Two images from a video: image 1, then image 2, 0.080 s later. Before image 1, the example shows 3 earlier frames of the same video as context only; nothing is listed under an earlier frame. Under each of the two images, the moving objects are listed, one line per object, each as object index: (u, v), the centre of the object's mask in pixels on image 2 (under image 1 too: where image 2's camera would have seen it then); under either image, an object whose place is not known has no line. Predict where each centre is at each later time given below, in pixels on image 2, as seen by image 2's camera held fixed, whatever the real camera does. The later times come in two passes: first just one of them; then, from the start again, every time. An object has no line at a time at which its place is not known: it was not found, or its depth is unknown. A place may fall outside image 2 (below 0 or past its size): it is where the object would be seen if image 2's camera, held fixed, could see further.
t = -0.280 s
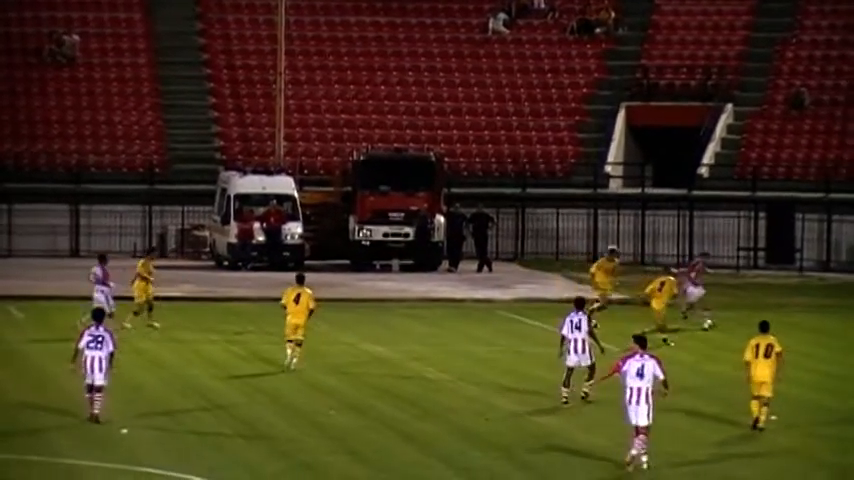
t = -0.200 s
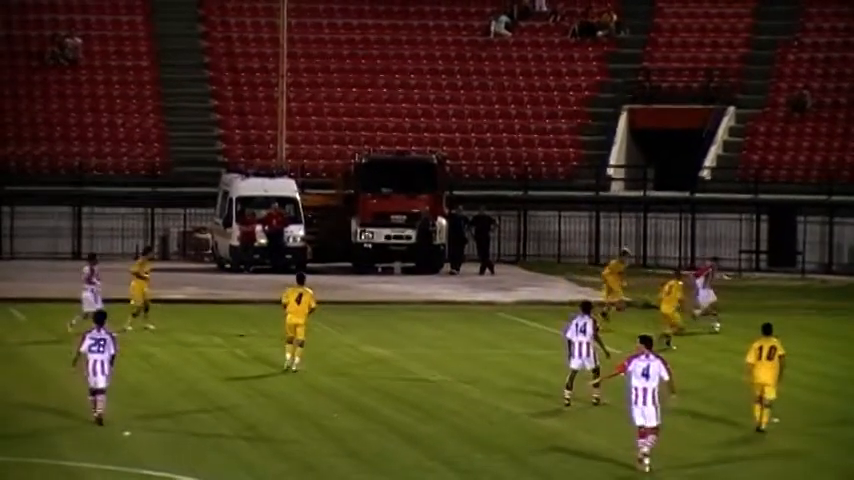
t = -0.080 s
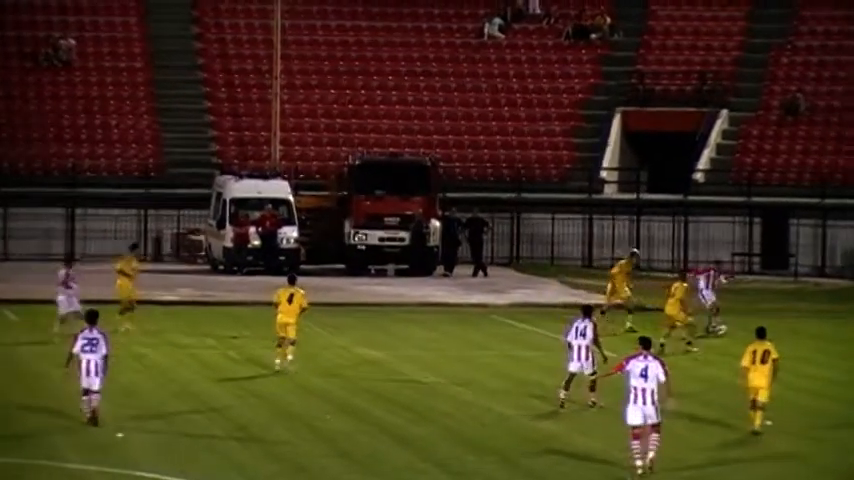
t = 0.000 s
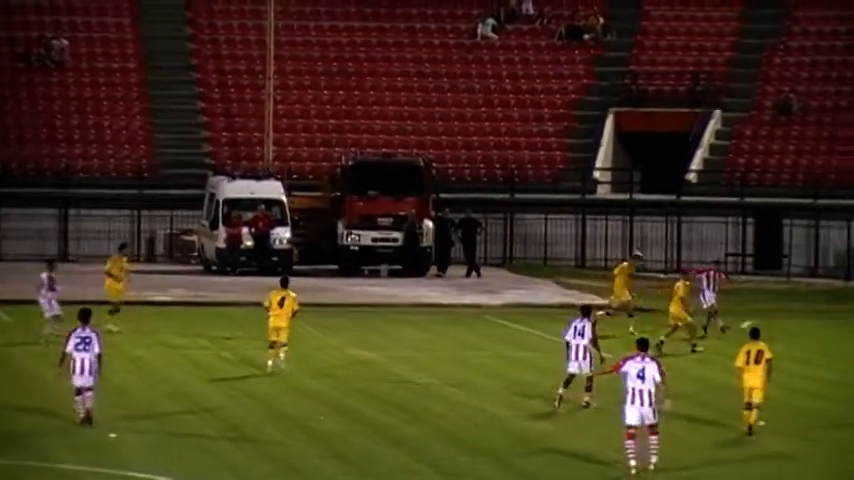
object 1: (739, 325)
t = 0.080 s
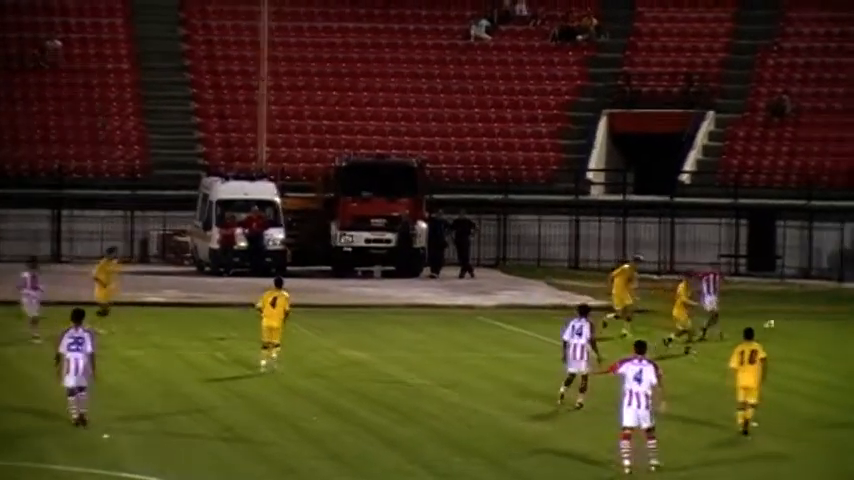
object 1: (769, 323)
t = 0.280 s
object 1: (847, 330)
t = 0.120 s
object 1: (785, 324)
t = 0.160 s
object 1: (801, 325)
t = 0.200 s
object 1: (816, 326)
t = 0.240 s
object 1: (832, 328)
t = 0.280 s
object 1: (847, 330)
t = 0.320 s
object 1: (863, 332)
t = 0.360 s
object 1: (877, 336)
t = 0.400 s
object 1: (894, 340)
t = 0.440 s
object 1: (910, 347)
